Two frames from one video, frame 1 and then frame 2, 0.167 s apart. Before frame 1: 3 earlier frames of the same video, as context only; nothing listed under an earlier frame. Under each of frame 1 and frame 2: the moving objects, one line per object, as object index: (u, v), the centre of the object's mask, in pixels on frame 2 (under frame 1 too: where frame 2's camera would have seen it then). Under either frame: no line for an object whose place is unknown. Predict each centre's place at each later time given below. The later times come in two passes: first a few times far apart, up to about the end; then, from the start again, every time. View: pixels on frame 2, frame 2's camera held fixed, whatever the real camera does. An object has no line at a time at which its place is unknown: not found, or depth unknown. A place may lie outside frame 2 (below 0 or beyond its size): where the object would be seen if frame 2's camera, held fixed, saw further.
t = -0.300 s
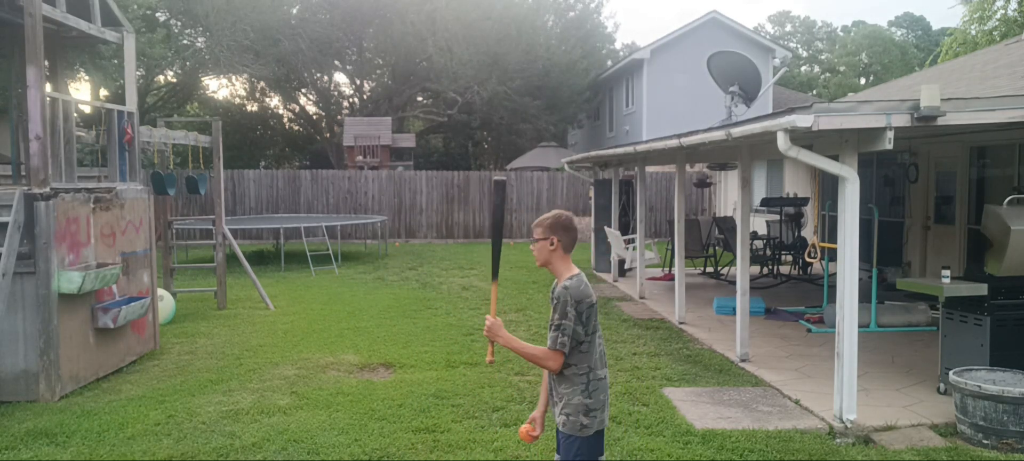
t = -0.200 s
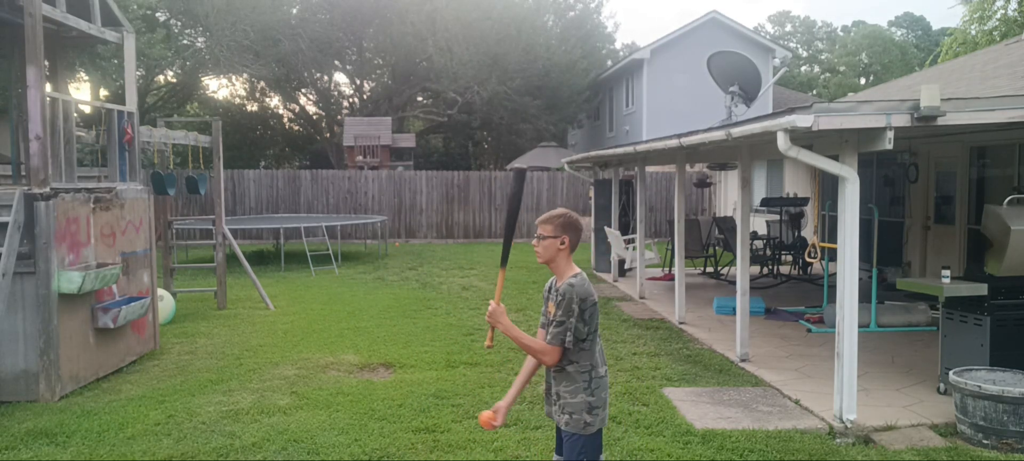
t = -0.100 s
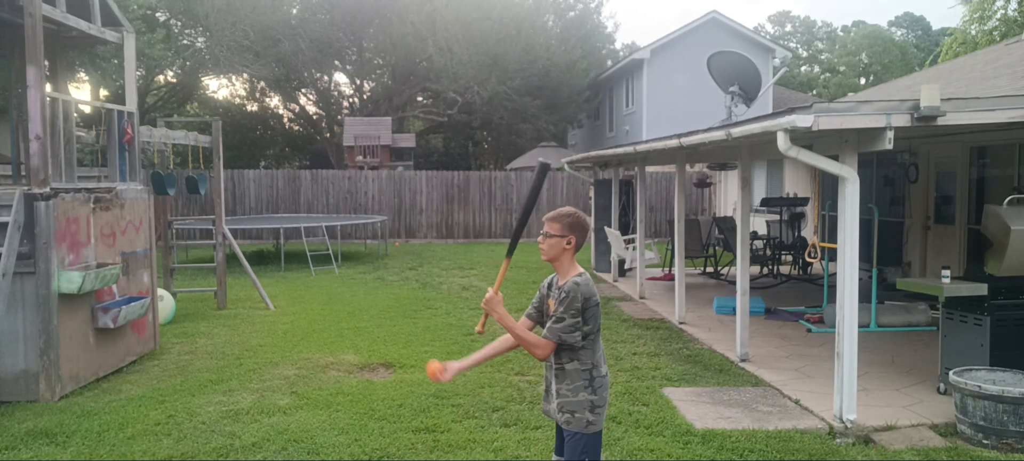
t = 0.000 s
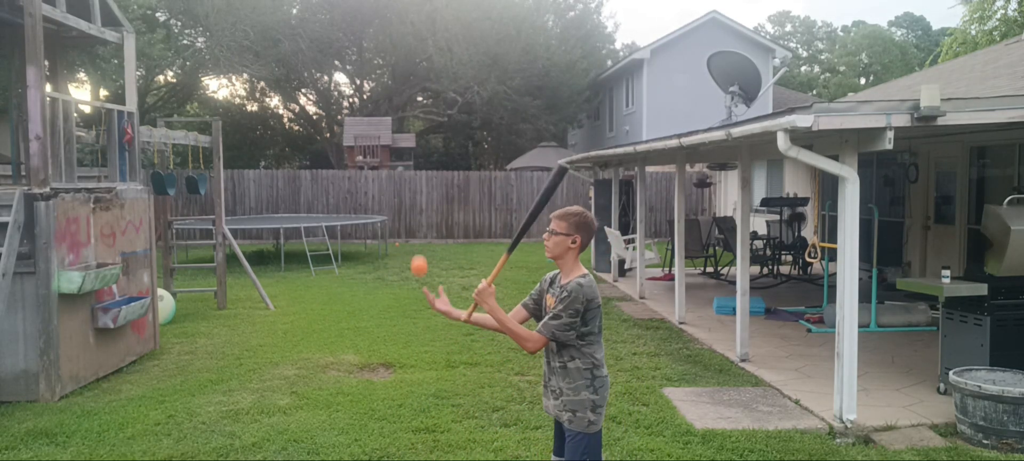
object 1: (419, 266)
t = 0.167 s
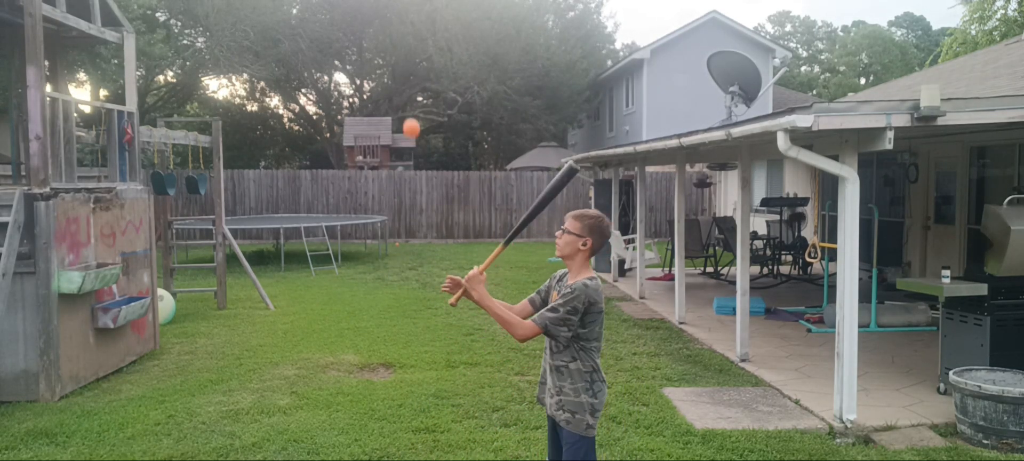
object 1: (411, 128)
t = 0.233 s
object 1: (409, 91)
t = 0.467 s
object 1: (399, 36)
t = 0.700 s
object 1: (392, 101)
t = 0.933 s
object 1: (386, 274)
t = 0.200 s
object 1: (410, 108)
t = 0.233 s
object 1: (409, 91)
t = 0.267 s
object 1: (407, 75)
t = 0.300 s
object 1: (406, 62)
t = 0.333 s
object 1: (404, 52)
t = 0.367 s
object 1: (403, 44)
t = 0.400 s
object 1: (401, 39)
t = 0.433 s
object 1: (400, 36)
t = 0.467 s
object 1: (399, 36)
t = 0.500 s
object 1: (398, 38)
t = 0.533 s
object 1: (397, 42)
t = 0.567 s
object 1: (396, 49)
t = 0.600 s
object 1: (395, 58)
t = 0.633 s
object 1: (394, 70)
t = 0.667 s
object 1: (393, 84)
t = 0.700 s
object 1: (392, 101)
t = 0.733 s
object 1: (392, 119)
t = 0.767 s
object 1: (391, 140)
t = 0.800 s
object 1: (390, 162)
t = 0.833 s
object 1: (389, 188)
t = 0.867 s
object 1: (388, 215)
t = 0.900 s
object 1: (387, 244)
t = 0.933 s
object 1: (386, 274)
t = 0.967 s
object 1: (385, 307)
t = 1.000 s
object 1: (385, 342)
